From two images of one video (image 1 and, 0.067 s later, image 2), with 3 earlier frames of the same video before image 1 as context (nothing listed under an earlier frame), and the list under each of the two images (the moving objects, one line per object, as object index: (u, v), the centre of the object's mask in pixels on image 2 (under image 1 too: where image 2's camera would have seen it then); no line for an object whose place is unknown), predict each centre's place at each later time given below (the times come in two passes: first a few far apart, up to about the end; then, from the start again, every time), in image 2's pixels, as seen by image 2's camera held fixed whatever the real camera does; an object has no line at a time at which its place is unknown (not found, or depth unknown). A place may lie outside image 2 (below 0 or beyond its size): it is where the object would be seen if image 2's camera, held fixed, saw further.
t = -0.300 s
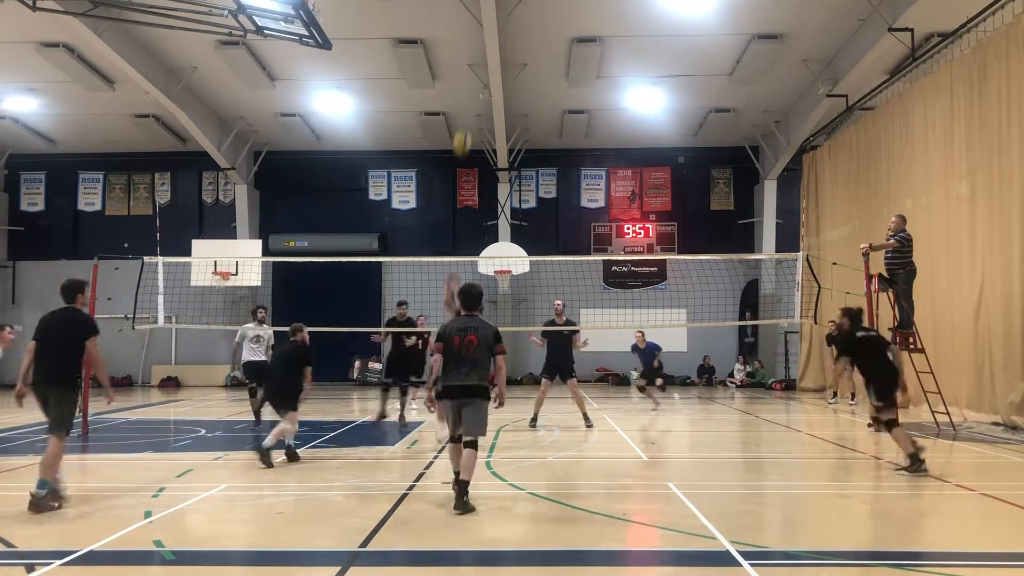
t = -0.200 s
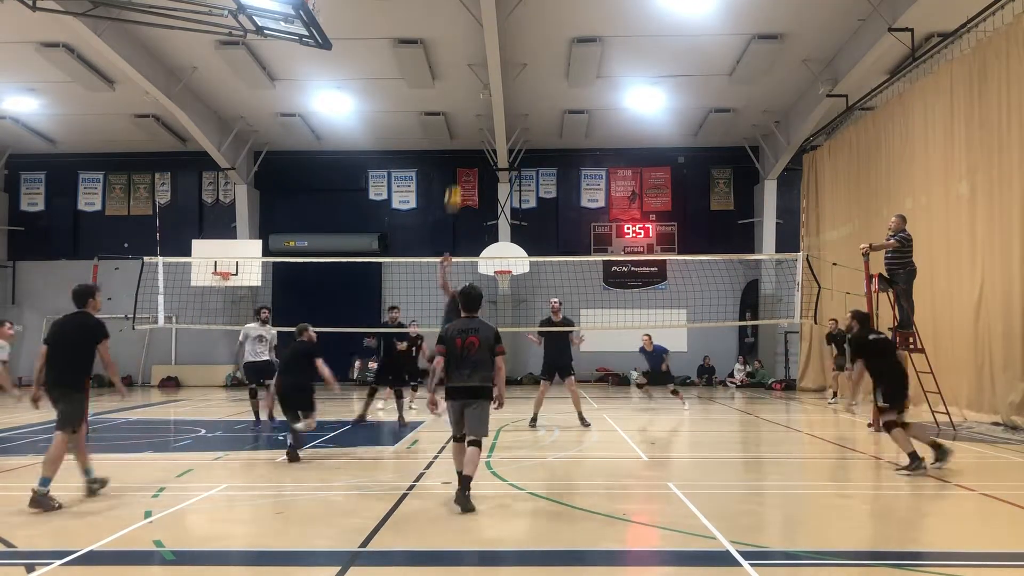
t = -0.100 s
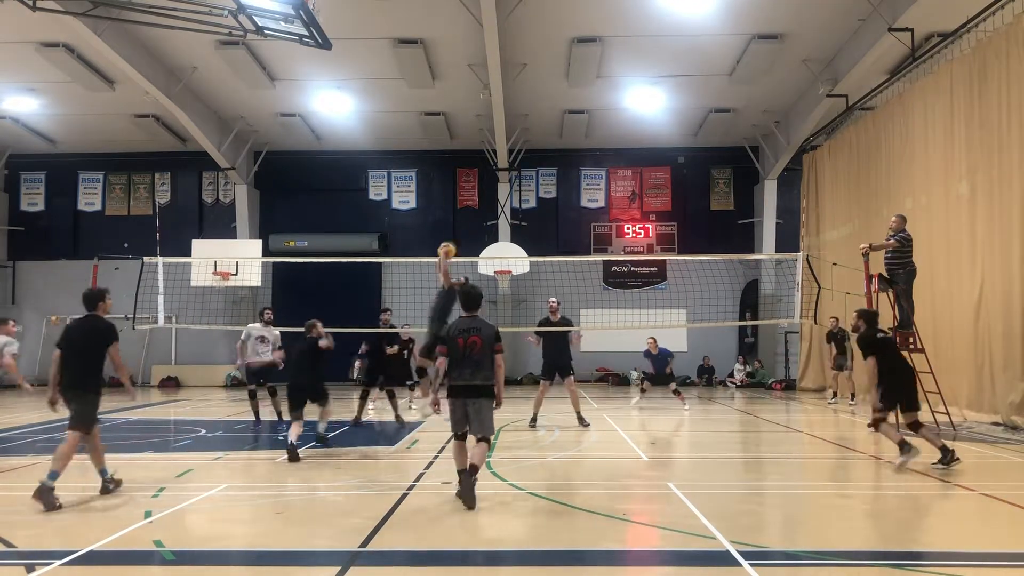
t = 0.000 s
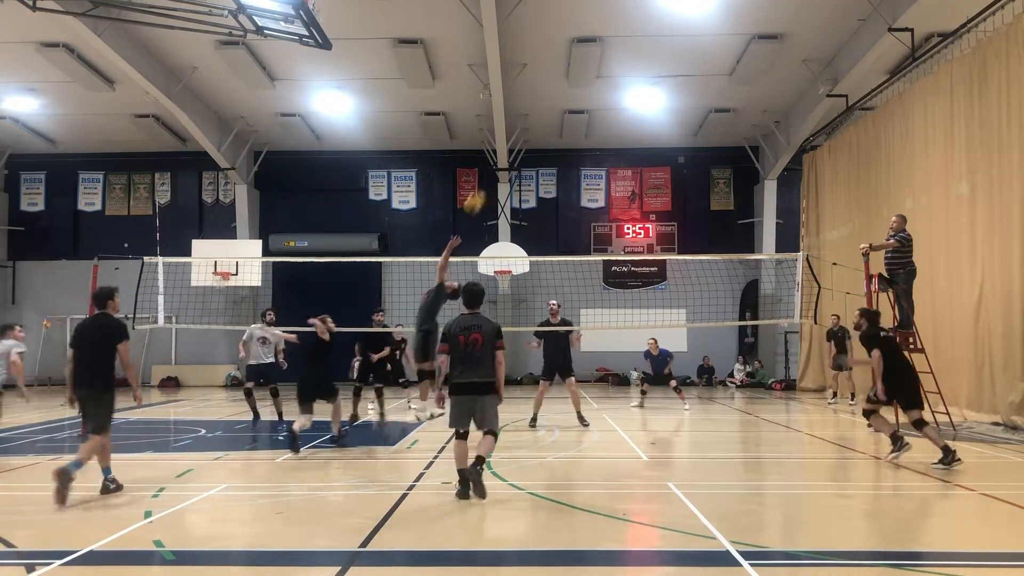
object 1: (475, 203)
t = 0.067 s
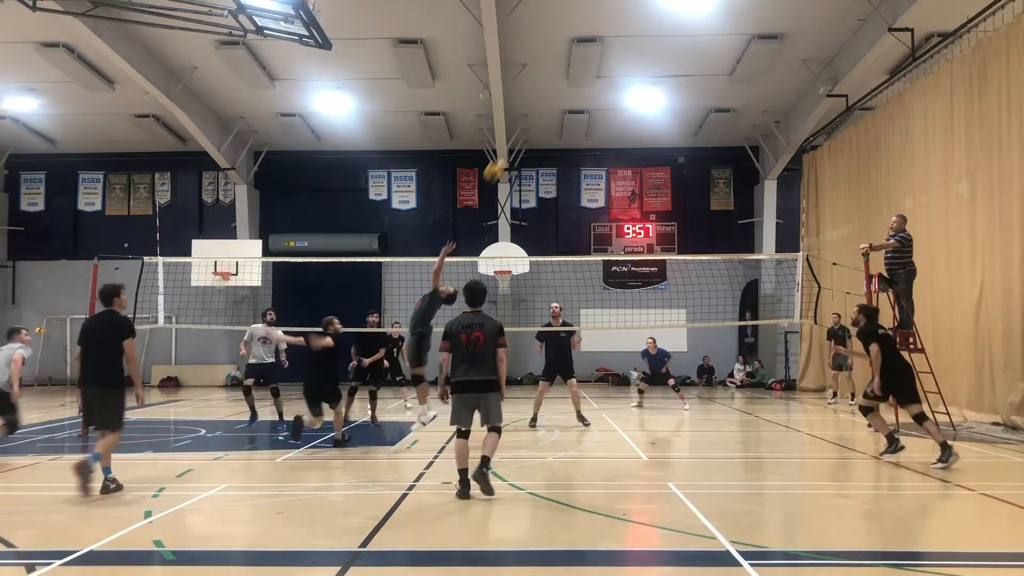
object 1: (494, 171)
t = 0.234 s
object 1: (539, 109)
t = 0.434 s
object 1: (596, 61)
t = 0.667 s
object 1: (652, 50)
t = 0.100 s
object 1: (504, 155)
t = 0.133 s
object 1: (514, 142)
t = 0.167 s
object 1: (523, 128)
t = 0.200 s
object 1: (531, 117)
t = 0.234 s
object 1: (539, 109)
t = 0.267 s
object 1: (552, 97)
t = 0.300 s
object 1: (560, 88)
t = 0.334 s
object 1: (570, 80)
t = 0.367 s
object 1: (577, 74)
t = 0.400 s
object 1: (588, 68)
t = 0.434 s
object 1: (596, 61)
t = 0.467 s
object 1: (604, 57)
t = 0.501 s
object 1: (611, 54)
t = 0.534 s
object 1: (620, 52)
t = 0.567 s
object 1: (628, 50)
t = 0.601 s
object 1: (636, 49)
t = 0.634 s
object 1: (644, 49)
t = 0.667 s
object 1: (652, 50)
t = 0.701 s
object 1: (660, 52)
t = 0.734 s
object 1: (668, 54)
